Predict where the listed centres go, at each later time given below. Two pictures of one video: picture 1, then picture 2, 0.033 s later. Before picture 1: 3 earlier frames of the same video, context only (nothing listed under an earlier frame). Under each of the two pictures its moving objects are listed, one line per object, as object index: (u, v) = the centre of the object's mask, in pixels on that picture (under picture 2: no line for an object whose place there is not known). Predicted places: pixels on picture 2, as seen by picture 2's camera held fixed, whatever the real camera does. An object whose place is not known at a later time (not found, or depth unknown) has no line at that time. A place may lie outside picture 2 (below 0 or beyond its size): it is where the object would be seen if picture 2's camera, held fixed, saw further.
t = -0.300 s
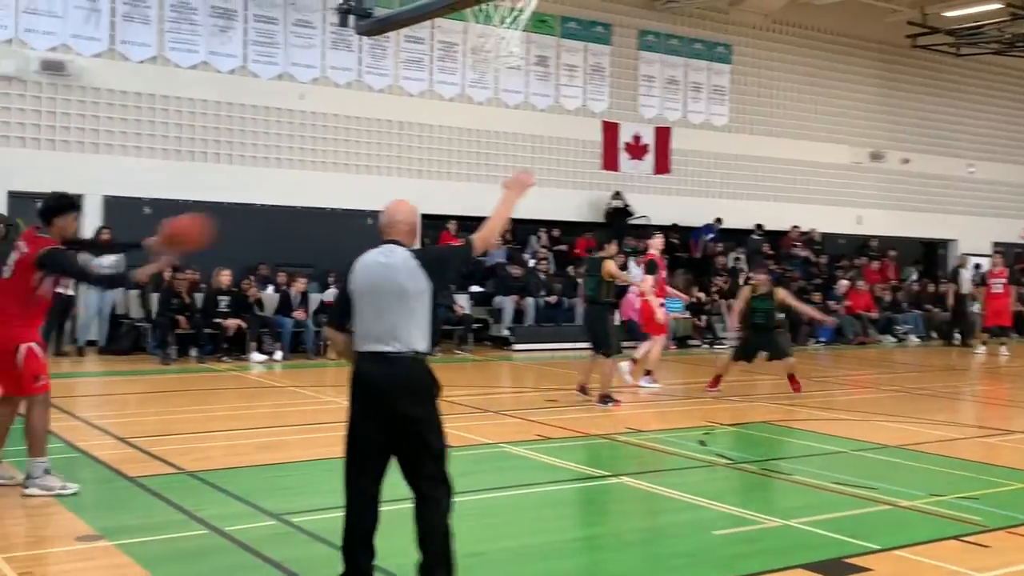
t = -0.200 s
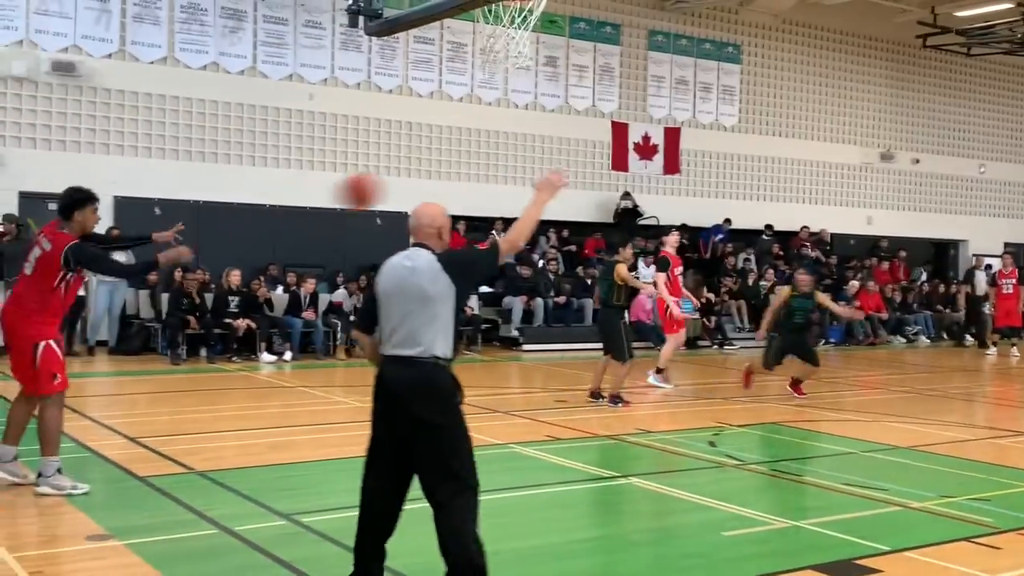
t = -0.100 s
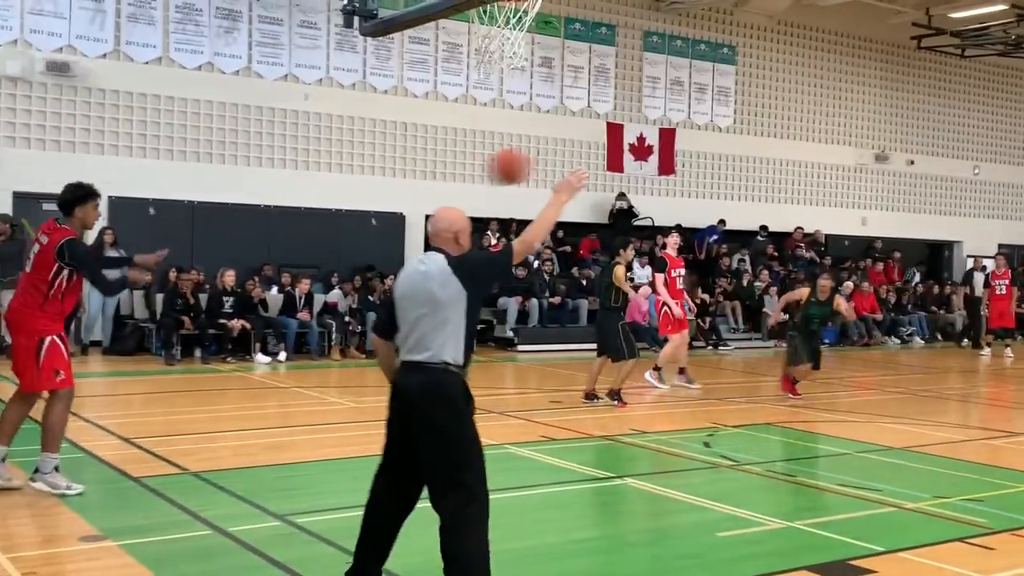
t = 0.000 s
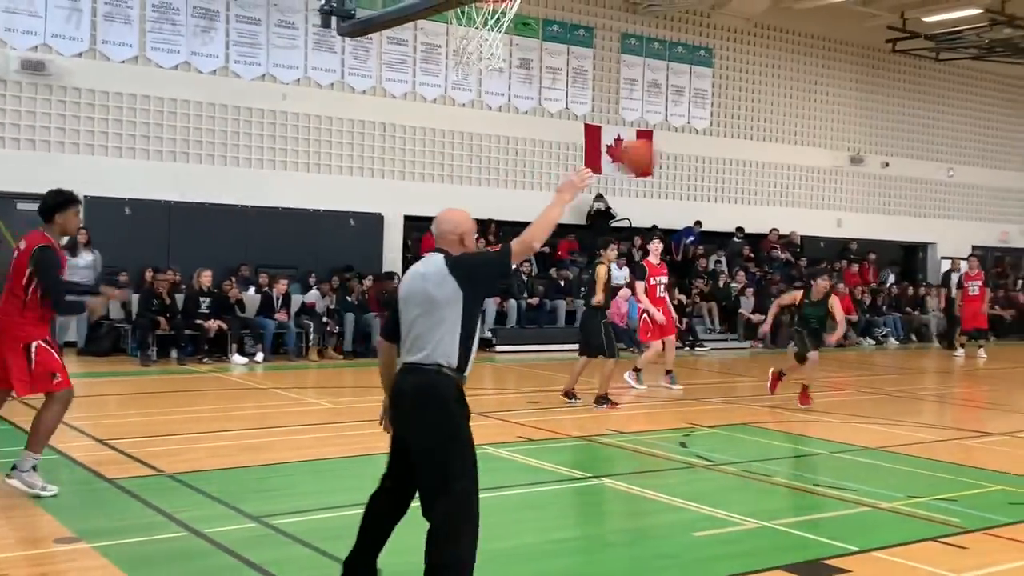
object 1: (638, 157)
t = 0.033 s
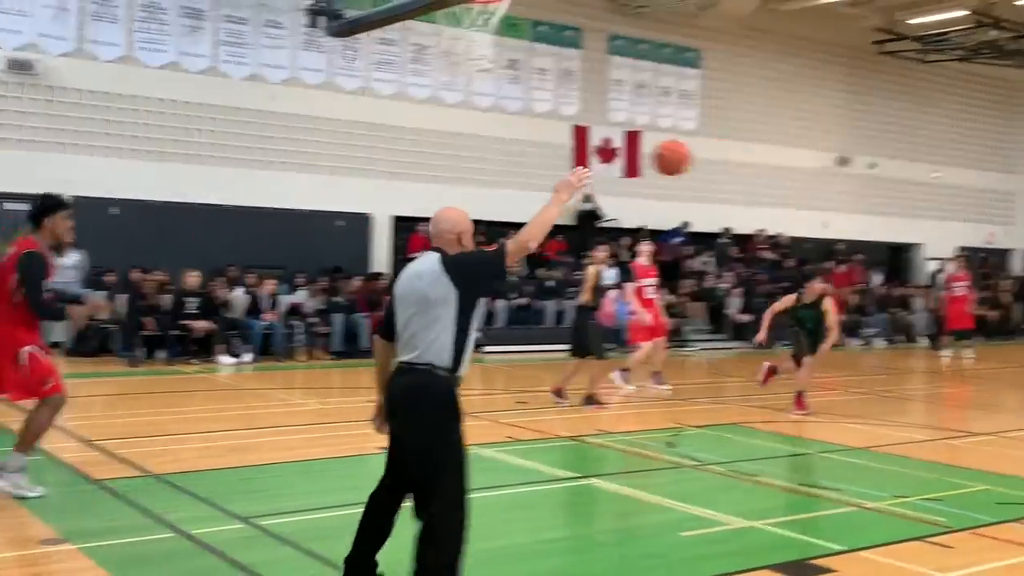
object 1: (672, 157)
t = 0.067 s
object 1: (719, 158)
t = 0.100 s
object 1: (766, 161)
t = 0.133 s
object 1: (813, 166)
